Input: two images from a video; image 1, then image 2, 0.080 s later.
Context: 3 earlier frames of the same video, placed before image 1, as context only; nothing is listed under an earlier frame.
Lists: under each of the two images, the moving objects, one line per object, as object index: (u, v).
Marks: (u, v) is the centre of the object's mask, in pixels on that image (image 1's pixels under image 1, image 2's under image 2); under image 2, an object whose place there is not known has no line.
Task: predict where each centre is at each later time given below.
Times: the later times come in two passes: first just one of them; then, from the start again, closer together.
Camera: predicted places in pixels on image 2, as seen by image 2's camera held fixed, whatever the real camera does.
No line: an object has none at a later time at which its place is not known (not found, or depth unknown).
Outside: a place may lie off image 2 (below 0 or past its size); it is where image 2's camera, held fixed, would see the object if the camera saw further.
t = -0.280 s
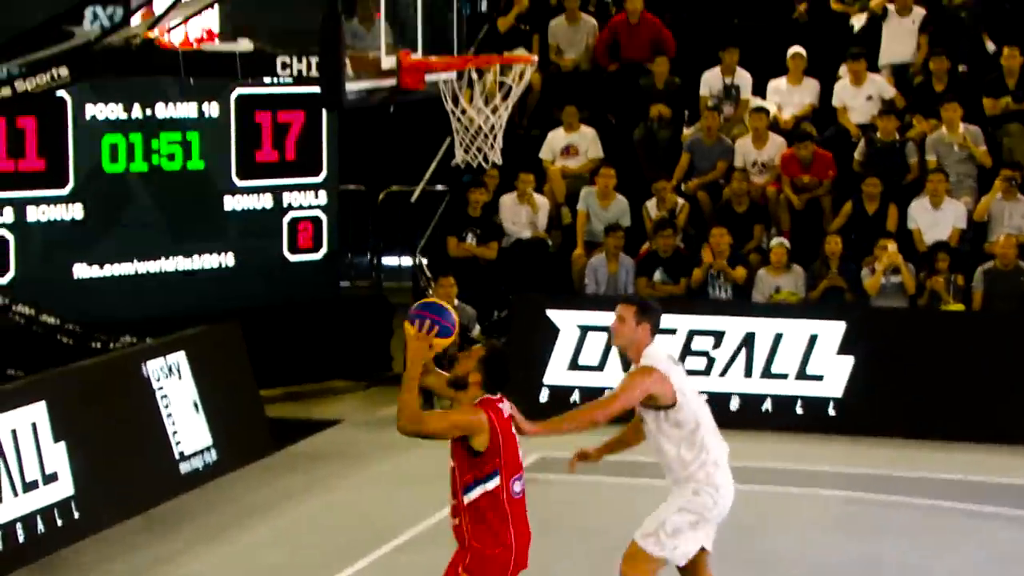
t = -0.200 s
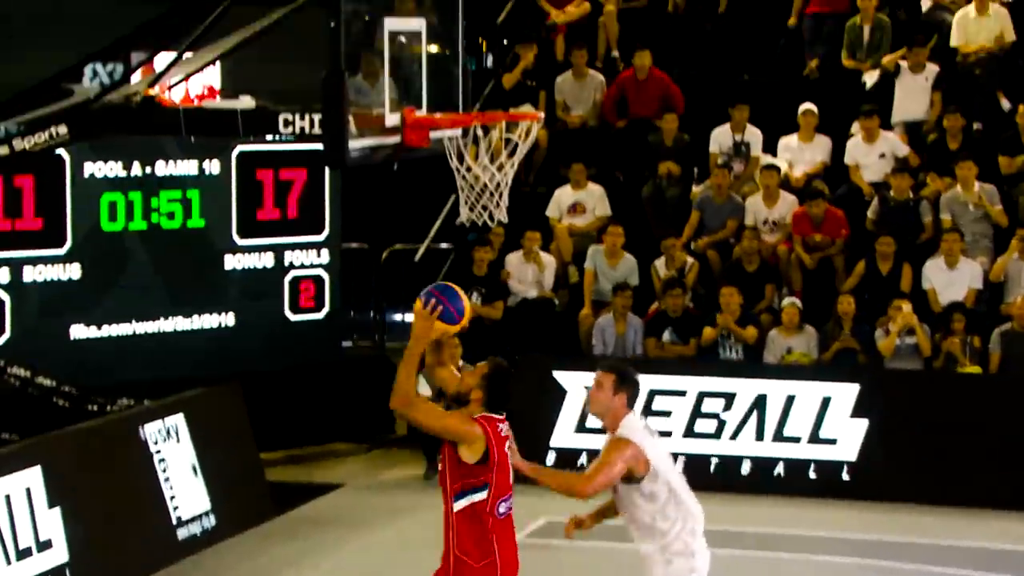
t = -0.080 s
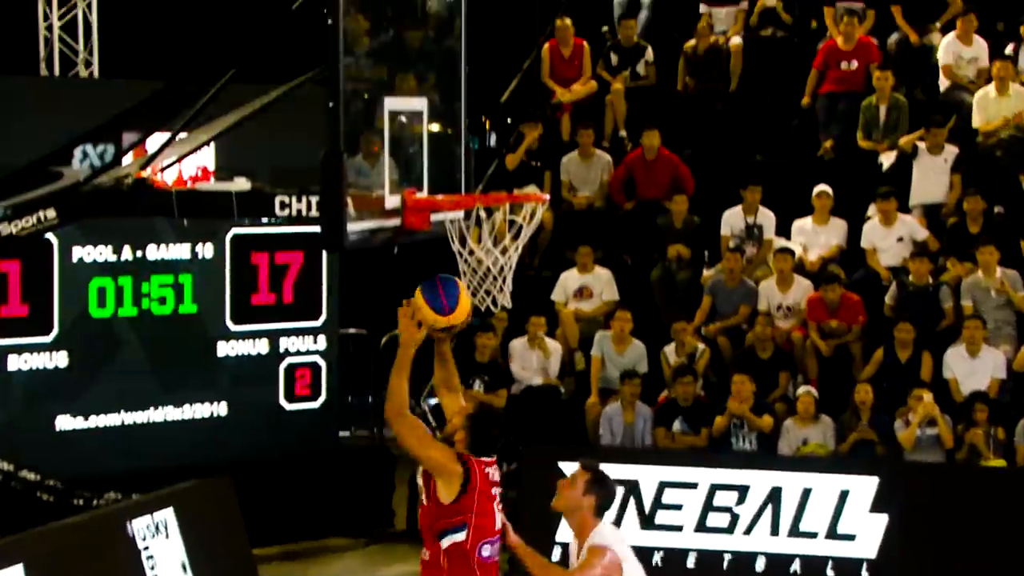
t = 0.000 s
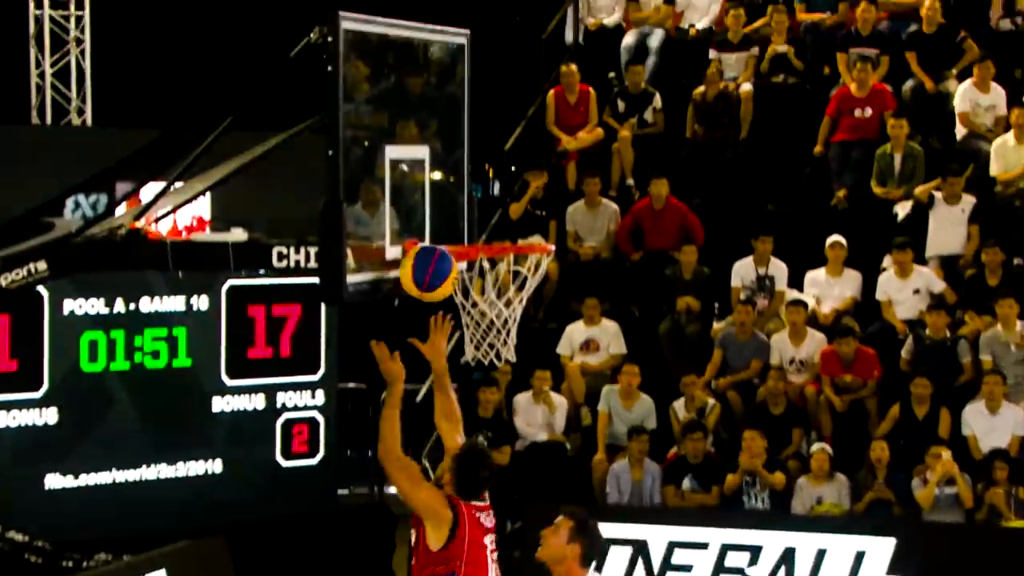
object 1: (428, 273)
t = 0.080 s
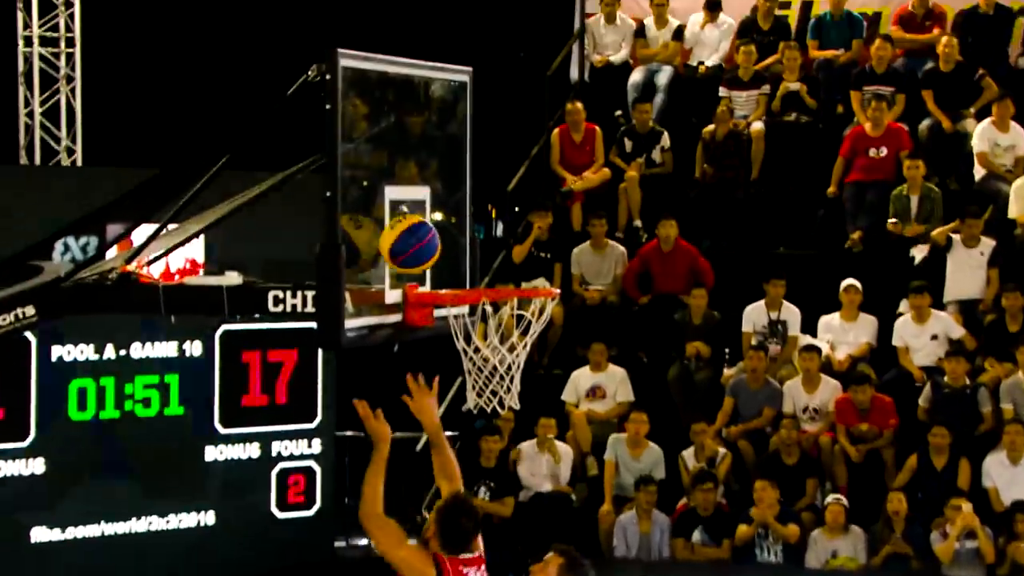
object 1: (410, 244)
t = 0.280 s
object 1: (466, 184)
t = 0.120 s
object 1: (419, 222)
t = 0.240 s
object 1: (454, 187)
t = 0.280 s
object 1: (466, 184)
